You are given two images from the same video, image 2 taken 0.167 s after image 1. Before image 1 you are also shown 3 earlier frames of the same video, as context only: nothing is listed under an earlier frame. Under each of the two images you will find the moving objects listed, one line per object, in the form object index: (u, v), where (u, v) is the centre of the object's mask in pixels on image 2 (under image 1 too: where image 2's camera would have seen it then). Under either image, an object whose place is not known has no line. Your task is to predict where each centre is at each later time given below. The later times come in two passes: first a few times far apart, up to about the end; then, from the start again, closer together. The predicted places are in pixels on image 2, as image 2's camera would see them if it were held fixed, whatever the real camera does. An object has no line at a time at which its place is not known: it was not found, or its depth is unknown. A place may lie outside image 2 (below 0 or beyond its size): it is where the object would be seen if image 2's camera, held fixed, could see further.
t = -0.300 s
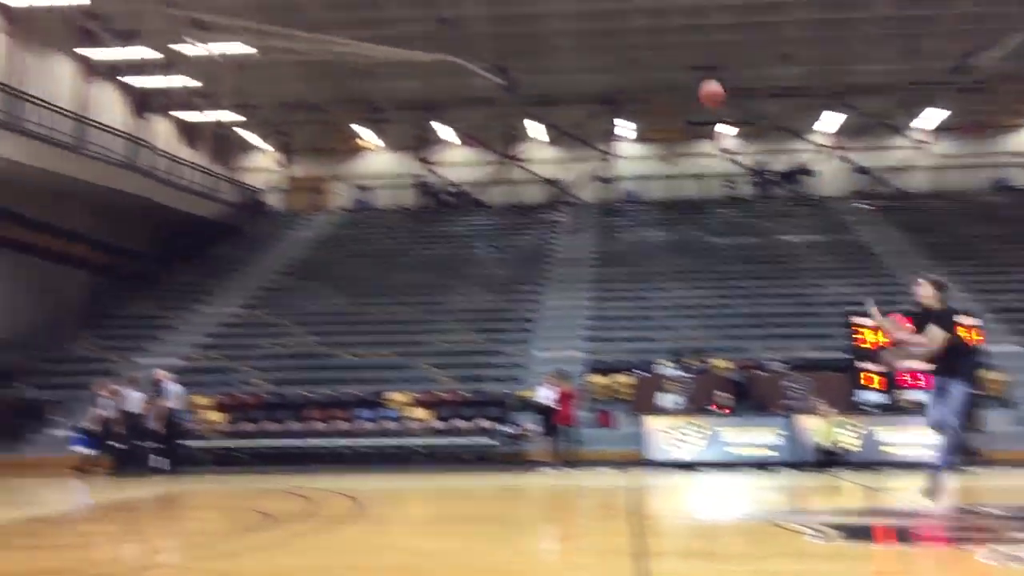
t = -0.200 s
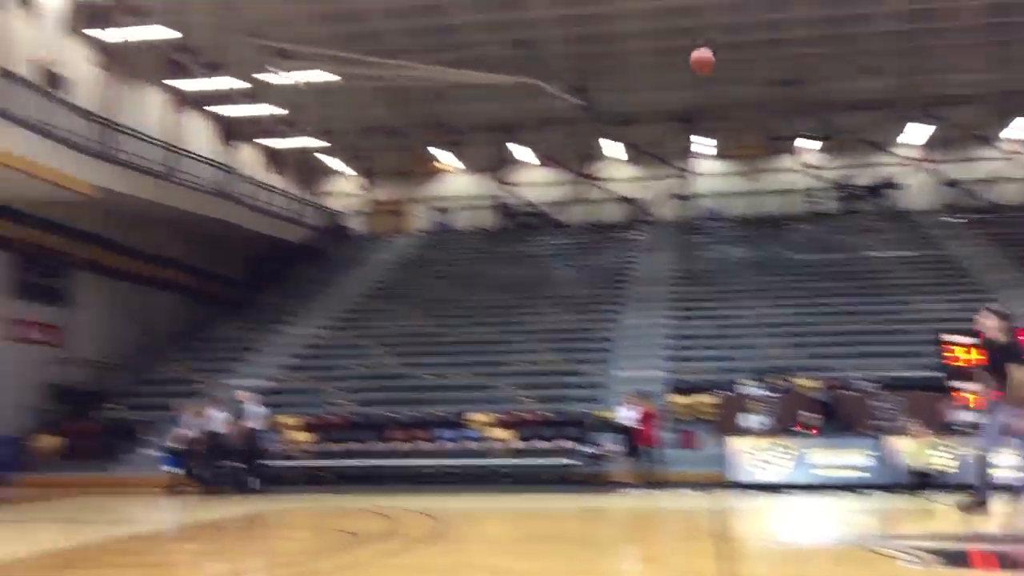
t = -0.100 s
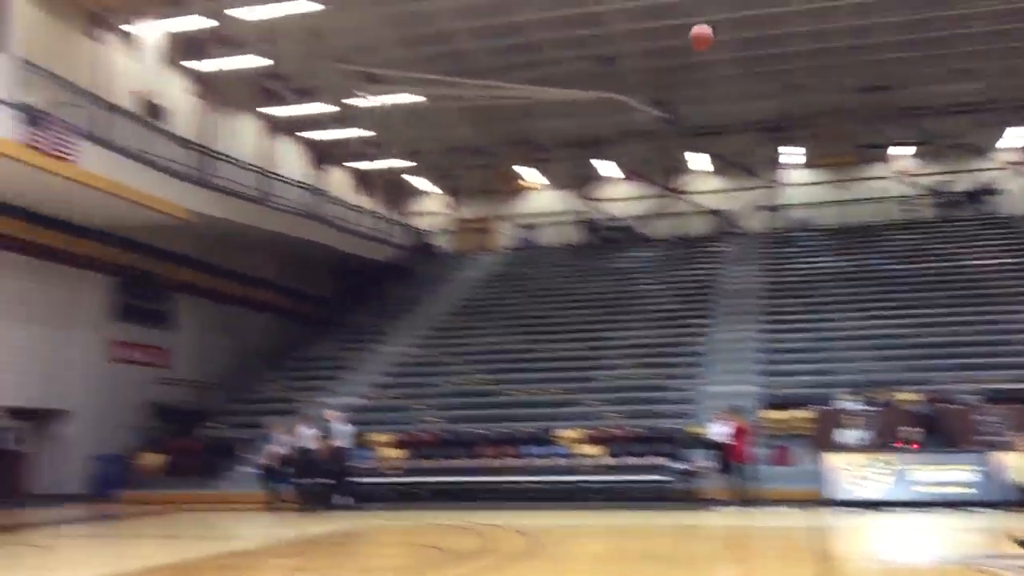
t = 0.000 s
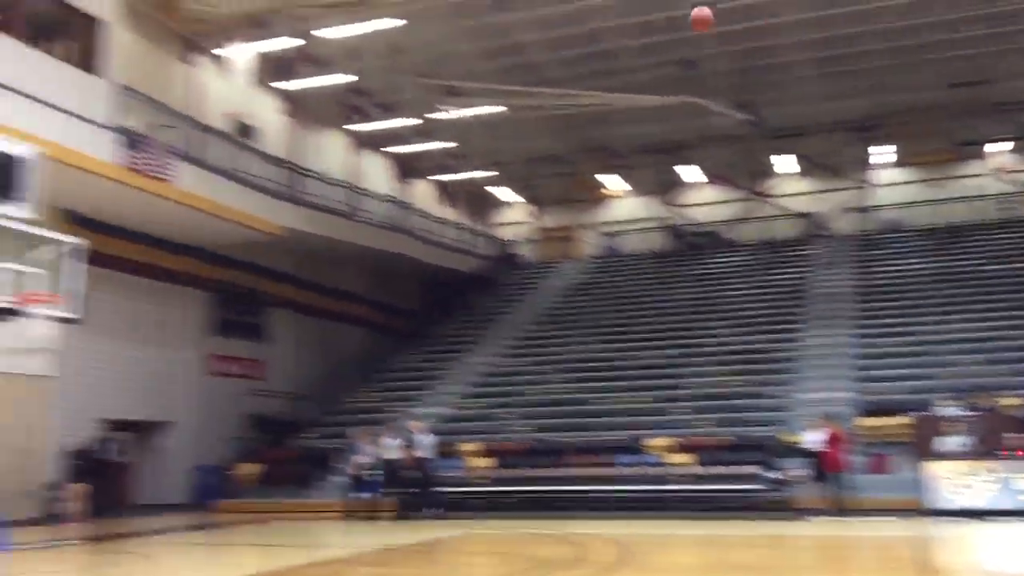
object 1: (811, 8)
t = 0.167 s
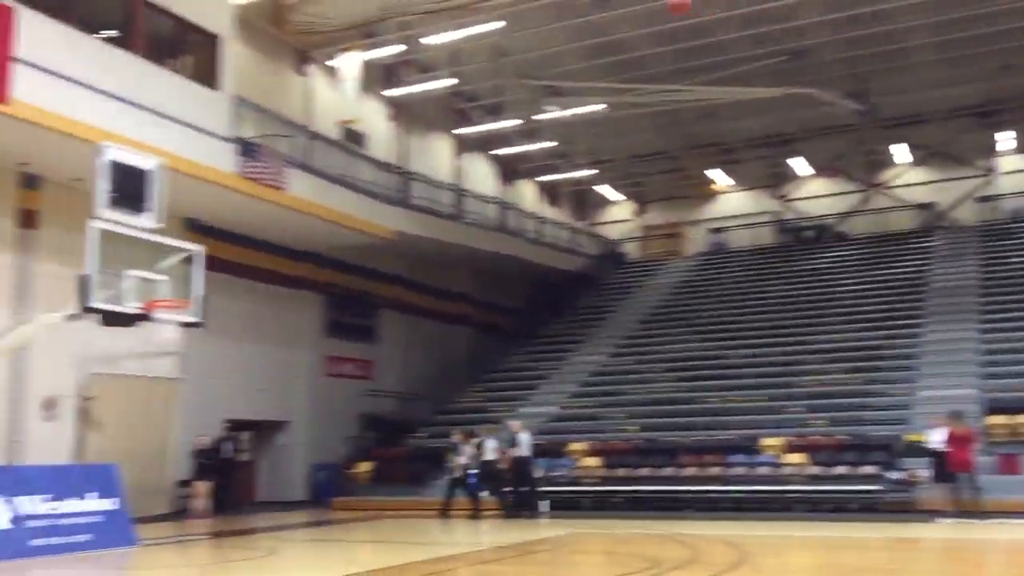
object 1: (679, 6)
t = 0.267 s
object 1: (610, 13)
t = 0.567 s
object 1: (431, 77)
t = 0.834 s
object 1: (295, 186)
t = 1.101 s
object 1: (184, 328)
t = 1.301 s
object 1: (208, 424)
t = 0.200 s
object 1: (656, 8)
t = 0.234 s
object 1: (632, 10)
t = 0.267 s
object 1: (610, 13)
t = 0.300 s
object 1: (588, 16)
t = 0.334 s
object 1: (566, 21)
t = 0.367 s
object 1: (546, 26)
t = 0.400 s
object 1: (527, 33)
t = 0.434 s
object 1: (507, 42)
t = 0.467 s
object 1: (487, 49)
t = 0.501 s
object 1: (467, 59)
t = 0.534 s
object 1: (450, 68)
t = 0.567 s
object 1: (431, 77)
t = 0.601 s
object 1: (413, 86)
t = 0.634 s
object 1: (394, 105)
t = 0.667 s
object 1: (378, 114)
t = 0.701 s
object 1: (361, 128)
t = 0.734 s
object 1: (346, 139)
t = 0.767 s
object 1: (329, 154)
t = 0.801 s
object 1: (310, 170)
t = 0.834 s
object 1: (295, 186)
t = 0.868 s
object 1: (279, 201)
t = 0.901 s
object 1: (264, 217)
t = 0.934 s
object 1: (249, 234)
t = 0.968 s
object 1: (235, 250)
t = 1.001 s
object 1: (220, 269)
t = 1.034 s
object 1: (207, 287)
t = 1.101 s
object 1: (184, 328)
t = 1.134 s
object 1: (184, 342)
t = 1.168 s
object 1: (189, 356)
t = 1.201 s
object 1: (194, 371)
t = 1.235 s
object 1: (199, 388)
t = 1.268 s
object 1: (204, 407)
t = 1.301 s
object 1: (208, 424)
